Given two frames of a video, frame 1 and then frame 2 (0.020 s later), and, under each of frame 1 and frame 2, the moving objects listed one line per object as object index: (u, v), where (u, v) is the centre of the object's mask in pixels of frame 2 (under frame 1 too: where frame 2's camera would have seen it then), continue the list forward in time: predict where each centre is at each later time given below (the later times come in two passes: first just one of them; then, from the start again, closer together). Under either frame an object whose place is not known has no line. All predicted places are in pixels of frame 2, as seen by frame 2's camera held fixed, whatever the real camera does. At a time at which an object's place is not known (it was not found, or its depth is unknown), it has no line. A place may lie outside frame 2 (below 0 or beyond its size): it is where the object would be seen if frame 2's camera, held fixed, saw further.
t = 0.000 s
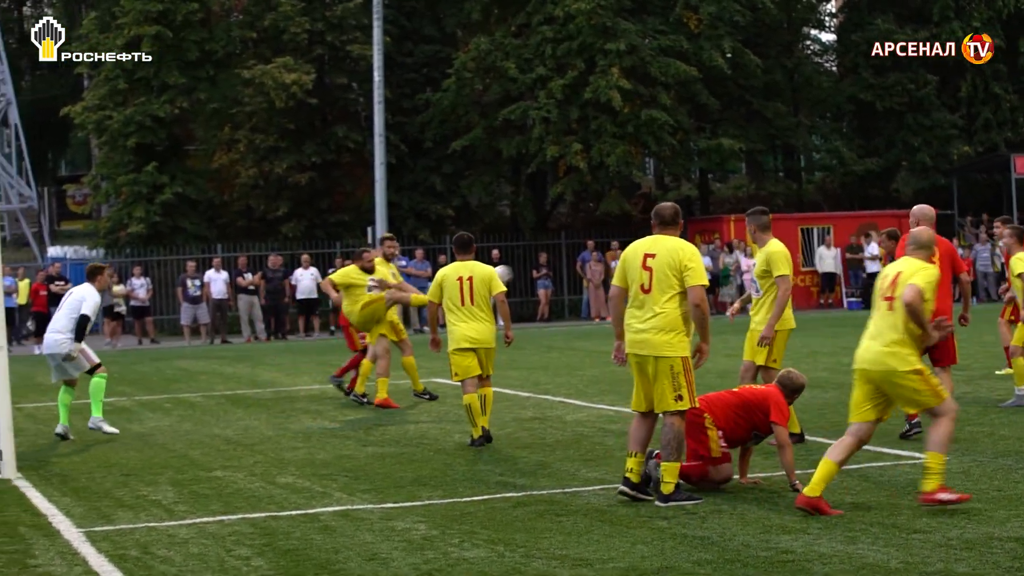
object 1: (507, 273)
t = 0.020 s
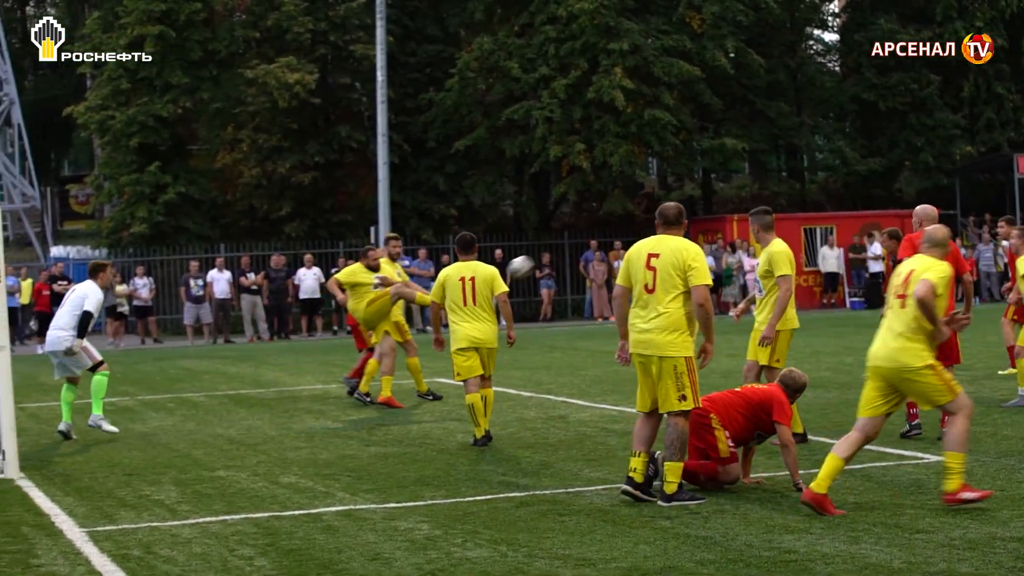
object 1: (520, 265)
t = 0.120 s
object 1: (616, 223)
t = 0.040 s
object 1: (538, 256)
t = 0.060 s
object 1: (558, 247)
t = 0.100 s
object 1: (598, 231)
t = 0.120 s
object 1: (616, 223)
